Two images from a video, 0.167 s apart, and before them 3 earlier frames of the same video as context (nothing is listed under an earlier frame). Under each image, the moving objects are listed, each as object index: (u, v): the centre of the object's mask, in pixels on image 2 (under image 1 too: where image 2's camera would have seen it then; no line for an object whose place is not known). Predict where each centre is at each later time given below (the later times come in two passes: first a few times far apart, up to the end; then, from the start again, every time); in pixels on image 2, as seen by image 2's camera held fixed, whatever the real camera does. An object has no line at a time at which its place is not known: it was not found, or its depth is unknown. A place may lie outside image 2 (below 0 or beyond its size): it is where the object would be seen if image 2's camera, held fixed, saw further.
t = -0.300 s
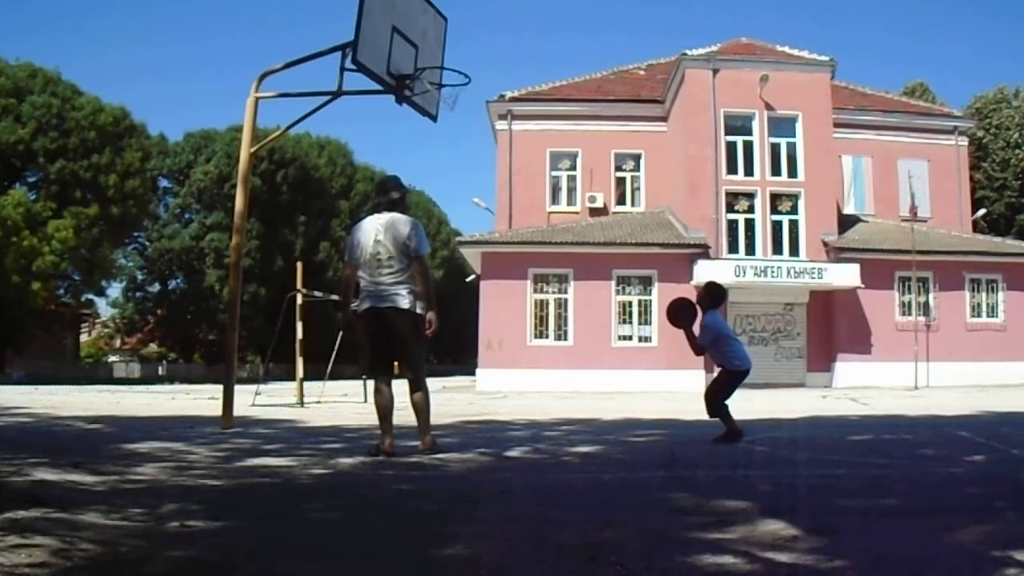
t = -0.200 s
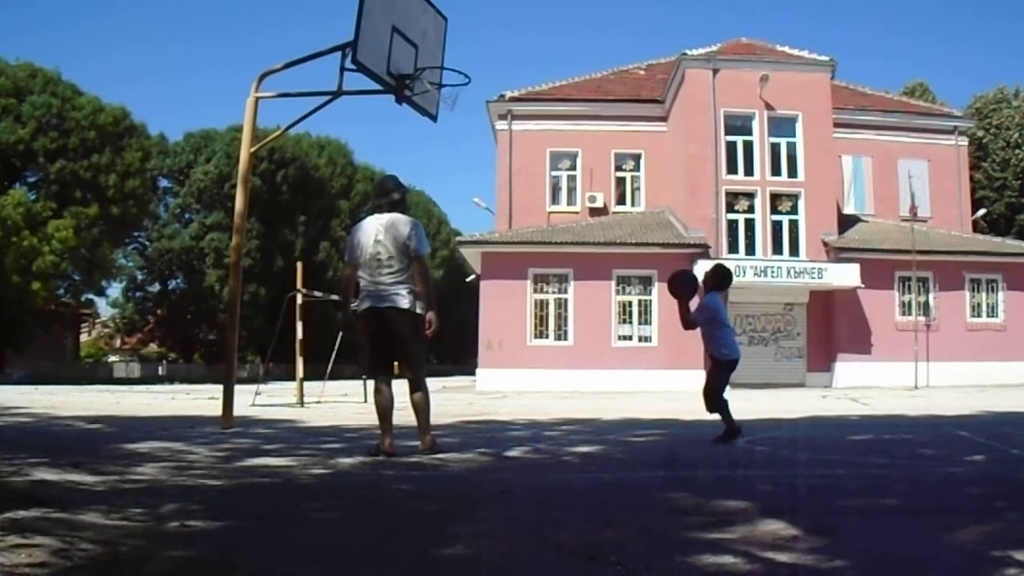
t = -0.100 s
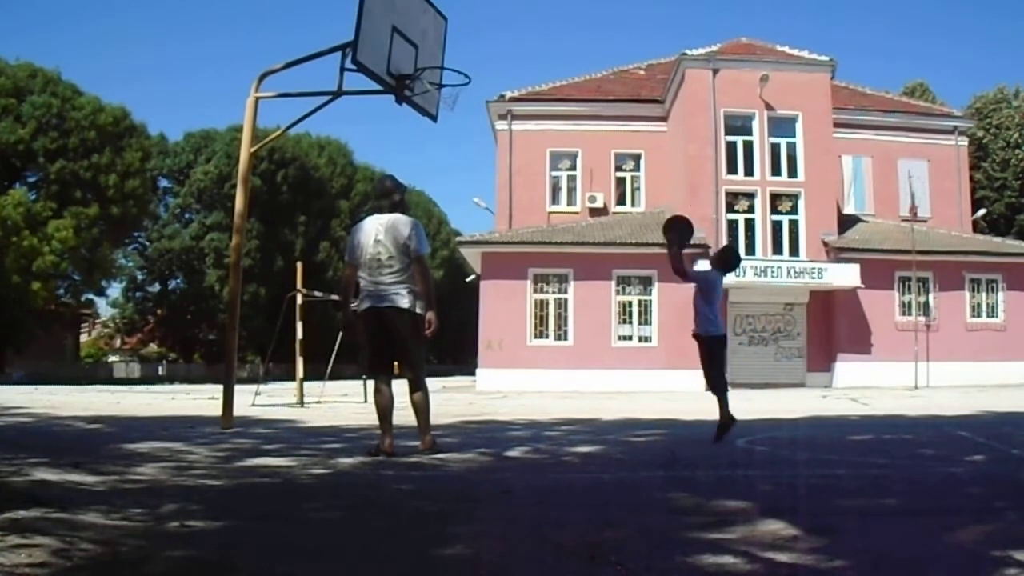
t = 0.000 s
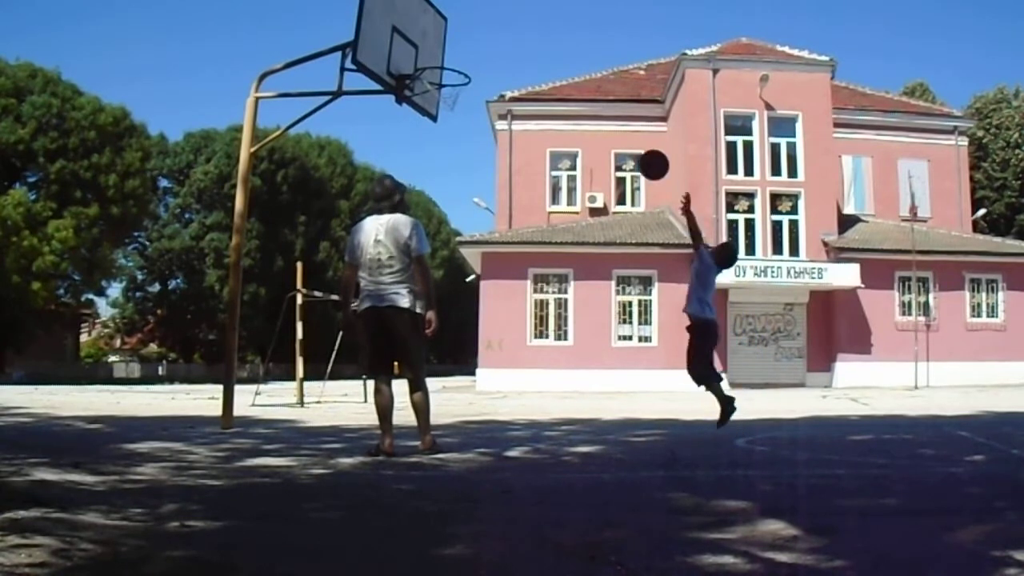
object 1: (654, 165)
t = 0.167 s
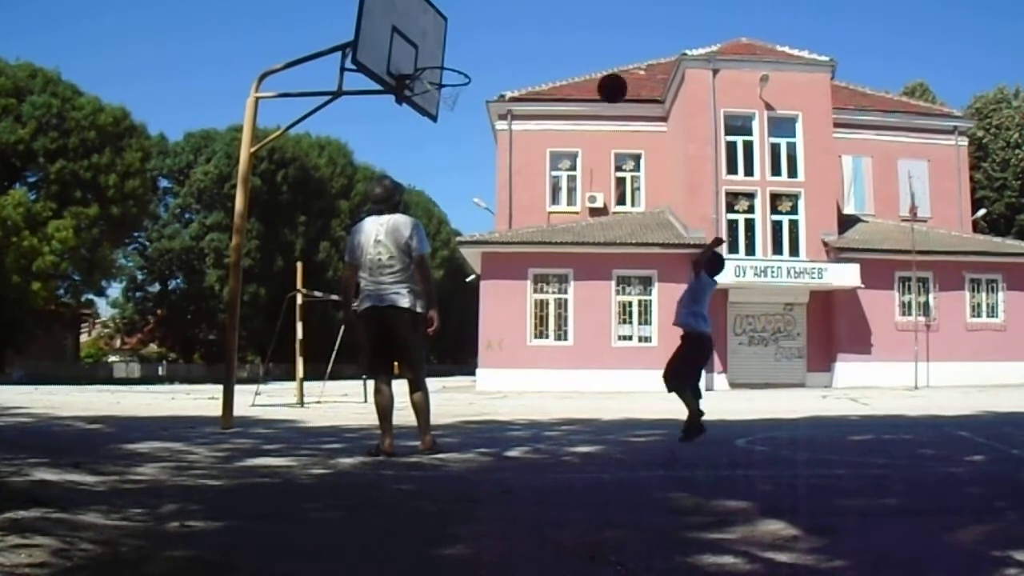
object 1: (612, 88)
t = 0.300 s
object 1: (581, 54)
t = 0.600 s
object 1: (513, 54)
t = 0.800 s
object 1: (468, 113)
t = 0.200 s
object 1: (604, 77)
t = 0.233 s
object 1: (596, 68)
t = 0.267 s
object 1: (589, 60)
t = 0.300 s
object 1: (581, 54)
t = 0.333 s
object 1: (573, 48)
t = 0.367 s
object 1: (566, 45)
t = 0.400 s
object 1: (558, 42)
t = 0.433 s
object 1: (551, 41)
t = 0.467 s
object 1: (543, 41)
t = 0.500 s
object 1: (536, 42)
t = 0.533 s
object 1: (528, 45)
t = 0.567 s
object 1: (521, 49)
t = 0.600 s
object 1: (513, 54)
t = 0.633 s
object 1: (506, 61)
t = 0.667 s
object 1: (498, 68)
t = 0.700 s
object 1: (491, 78)
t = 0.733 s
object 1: (483, 88)
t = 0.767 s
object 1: (476, 100)
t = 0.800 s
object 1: (468, 113)
